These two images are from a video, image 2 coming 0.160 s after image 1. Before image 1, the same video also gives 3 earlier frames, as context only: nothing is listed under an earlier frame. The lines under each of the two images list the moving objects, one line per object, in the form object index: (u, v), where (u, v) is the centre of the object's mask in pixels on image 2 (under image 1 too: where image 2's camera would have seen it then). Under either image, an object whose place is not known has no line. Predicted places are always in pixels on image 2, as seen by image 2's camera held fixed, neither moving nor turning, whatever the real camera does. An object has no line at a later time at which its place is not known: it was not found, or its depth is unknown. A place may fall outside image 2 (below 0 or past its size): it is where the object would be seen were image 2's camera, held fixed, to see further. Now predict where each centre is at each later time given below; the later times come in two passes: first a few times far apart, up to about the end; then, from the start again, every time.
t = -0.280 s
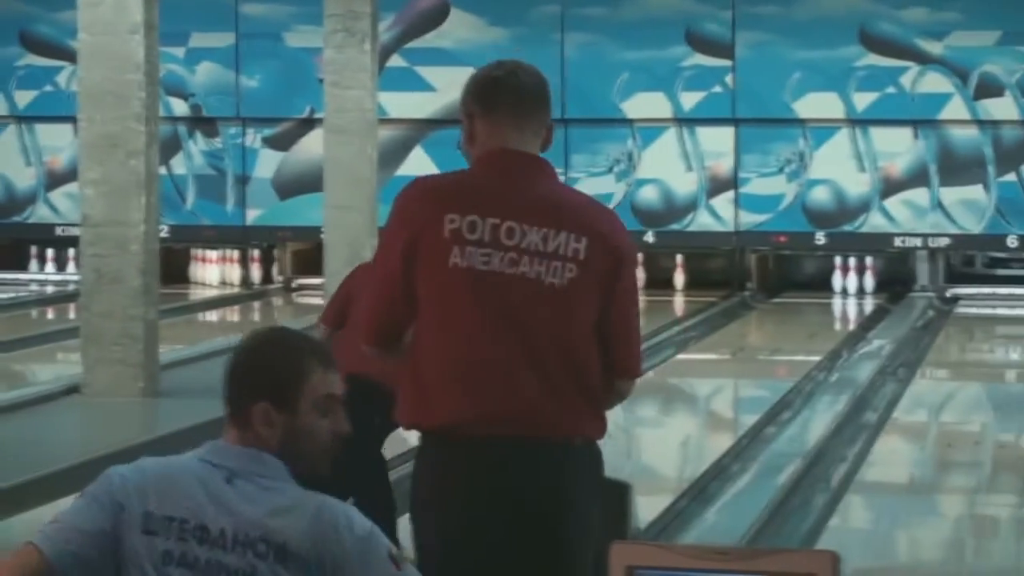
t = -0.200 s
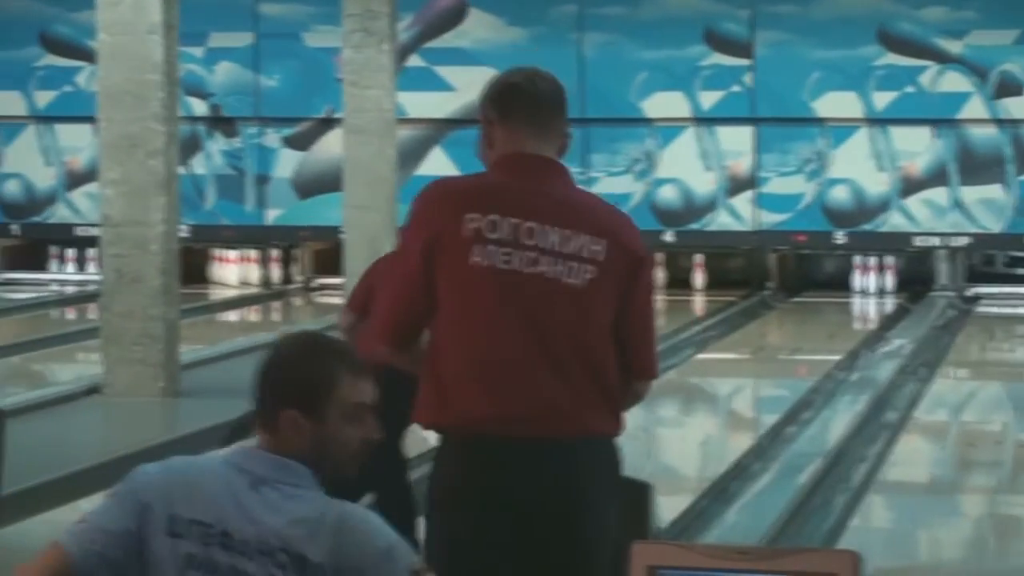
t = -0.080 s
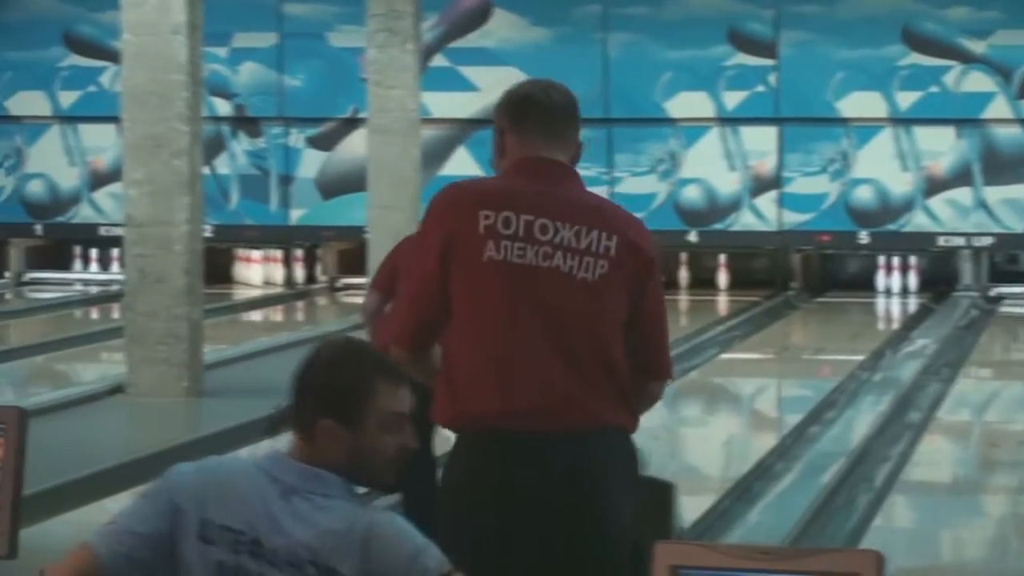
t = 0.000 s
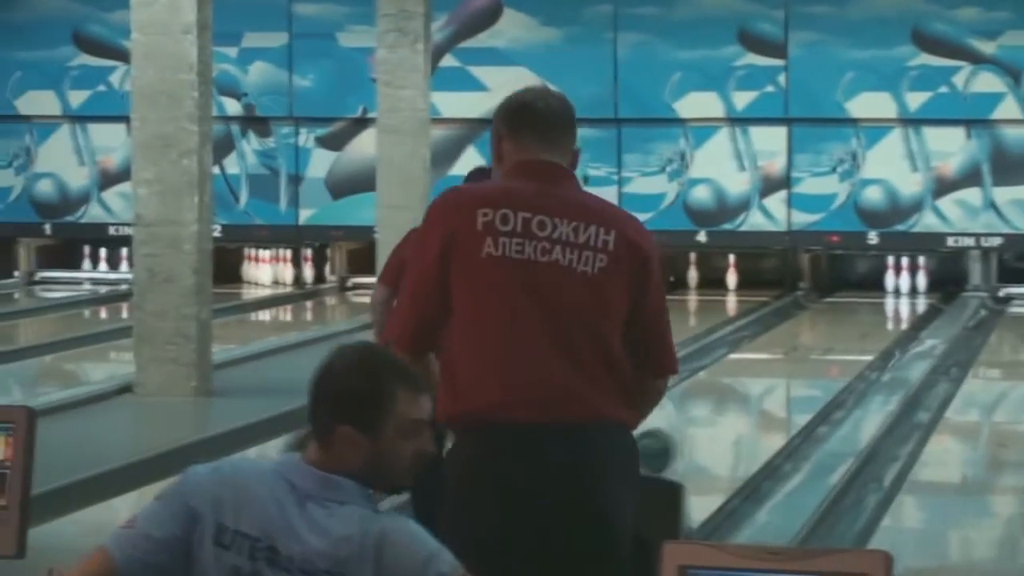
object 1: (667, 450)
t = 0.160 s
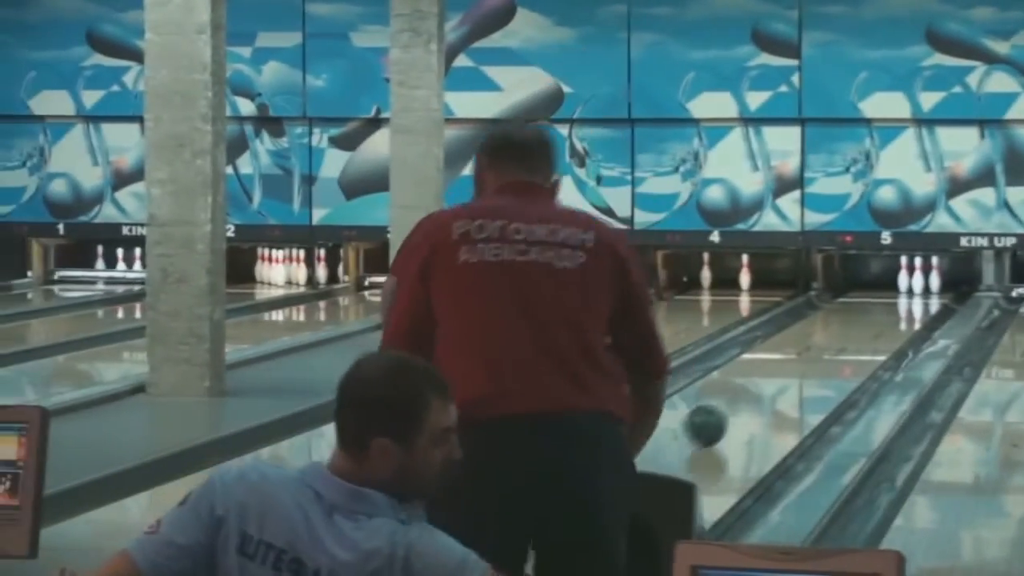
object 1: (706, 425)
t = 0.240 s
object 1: (724, 413)
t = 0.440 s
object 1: (762, 389)
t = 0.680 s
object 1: (799, 365)
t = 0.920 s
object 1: (831, 344)
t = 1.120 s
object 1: (853, 332)
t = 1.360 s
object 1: (876, 318)
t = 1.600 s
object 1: (896, 306)
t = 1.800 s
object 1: (909, 297)
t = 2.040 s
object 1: (922, 290)
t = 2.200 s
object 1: (930, 284)
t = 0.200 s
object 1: (715, 419)
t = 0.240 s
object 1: (724, 413)
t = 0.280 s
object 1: (733, 407)
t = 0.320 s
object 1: (741, 402)
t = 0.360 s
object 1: (748, 398)
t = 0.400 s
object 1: (756, 393)
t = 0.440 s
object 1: (762, 389)
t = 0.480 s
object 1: (769, 384)
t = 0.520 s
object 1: (776, 380)
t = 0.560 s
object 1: (782, 376)
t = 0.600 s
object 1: (788, 372)
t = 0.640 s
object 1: (794, 368)
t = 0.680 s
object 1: (799, 365)
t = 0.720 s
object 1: (805, 362)
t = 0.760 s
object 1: (810, 357)
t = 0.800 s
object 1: (816, 354)
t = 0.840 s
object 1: (821, 350)
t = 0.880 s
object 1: (826, 348)
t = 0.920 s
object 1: (831, 344)
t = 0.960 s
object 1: (835, 341)
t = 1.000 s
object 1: (840, 339)
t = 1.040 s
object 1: (844, 336)
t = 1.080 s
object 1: (849, 334)
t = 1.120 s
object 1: (853, 332)
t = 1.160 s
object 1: (858, 328)
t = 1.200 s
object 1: (861, 326)
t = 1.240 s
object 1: (865, 324)
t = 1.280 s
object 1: (870, 321)
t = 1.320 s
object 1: (873, 320)
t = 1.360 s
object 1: (876, 318)
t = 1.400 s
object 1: (880, 316)
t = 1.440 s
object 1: (883, 313)
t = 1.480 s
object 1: (886, 311)
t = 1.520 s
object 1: (889, 309)
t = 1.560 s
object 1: (891, 308)
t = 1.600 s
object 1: (896, 306)
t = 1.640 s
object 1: (897, 304)
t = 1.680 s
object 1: (901, 302)
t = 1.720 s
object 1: (904, 300)
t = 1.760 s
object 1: (906, 299)
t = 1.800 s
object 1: (909, 297)
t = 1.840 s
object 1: (911, 295)
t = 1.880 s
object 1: (913, 293)
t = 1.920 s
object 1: (916, 292)
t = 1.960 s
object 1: (918, 292)
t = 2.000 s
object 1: (921, 291)
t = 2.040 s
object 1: (922, 290)
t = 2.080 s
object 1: (923, 289)
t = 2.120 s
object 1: (928, 286)
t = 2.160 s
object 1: (931, 285)
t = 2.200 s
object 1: (930, 284)
